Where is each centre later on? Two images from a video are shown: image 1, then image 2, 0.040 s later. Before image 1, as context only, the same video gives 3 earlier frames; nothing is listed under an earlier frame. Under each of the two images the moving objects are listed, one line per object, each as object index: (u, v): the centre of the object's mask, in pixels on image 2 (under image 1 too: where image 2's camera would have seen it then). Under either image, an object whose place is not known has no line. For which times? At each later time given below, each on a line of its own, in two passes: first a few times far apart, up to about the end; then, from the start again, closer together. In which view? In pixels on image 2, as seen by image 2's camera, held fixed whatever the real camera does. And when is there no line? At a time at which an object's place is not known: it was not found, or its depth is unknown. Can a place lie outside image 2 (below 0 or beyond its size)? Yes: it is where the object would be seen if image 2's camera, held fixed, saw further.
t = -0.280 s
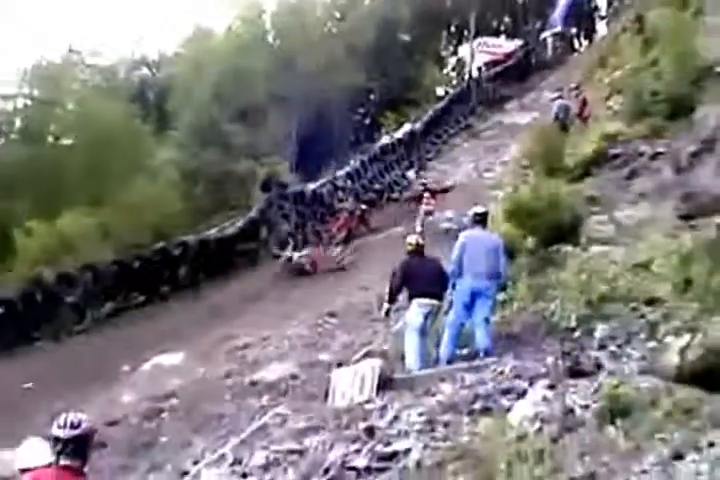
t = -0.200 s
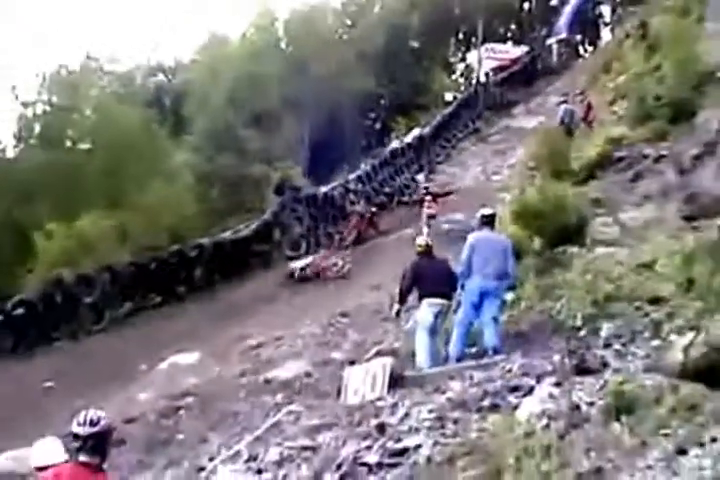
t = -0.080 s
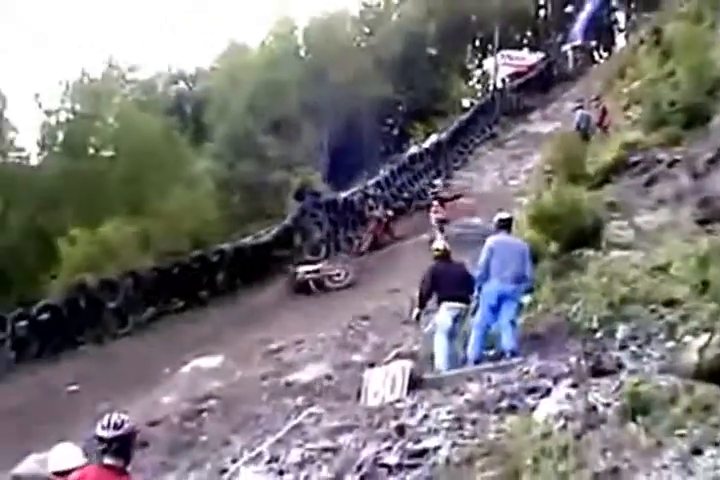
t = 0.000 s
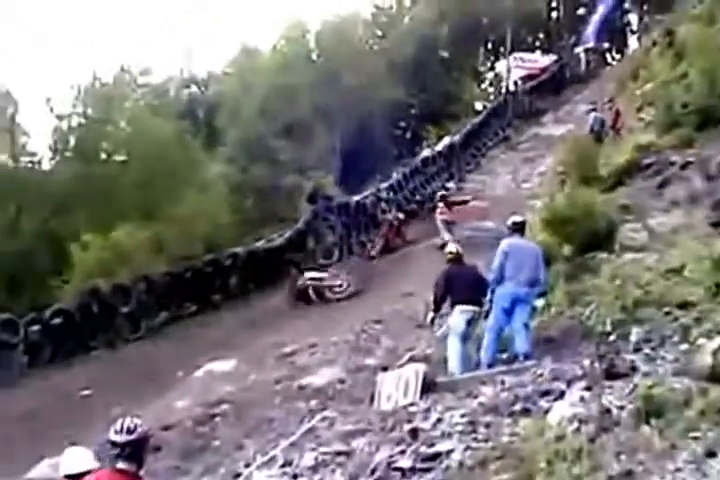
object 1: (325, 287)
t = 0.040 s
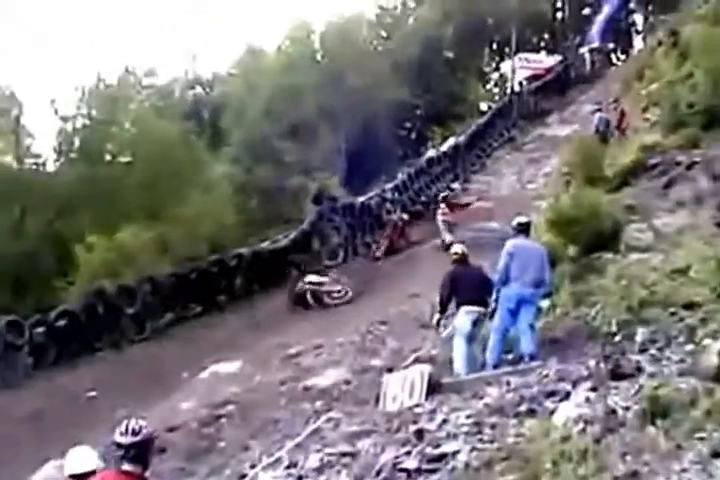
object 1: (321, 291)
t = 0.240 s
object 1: (292, 306)
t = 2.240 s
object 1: (41, 409)
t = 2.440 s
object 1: (33, 414)
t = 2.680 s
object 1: (22, 420)
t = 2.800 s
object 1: (19, 421)
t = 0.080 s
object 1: (315, 295)
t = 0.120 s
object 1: (310, 298)
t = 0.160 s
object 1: (305, 303)
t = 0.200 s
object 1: (298, 304)
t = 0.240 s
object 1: (292, 306)
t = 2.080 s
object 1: (53, 405)
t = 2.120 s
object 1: (49, 406)
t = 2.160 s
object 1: (46, 407)
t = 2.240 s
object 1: (41, 409)
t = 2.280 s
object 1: (38, 410)
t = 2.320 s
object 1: (38, 412)
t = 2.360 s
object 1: (36, 412)
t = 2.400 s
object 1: (35, 413)
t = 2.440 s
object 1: (33, 414)
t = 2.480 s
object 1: (30, 414)
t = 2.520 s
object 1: (26, 418)
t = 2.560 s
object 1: (24, 418)
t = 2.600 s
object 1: (23, 419)
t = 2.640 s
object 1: (23, 420)
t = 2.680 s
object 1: (22, 420)
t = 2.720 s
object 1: (21, 420)
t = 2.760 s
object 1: (21, 420)
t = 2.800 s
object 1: (19, 421)
